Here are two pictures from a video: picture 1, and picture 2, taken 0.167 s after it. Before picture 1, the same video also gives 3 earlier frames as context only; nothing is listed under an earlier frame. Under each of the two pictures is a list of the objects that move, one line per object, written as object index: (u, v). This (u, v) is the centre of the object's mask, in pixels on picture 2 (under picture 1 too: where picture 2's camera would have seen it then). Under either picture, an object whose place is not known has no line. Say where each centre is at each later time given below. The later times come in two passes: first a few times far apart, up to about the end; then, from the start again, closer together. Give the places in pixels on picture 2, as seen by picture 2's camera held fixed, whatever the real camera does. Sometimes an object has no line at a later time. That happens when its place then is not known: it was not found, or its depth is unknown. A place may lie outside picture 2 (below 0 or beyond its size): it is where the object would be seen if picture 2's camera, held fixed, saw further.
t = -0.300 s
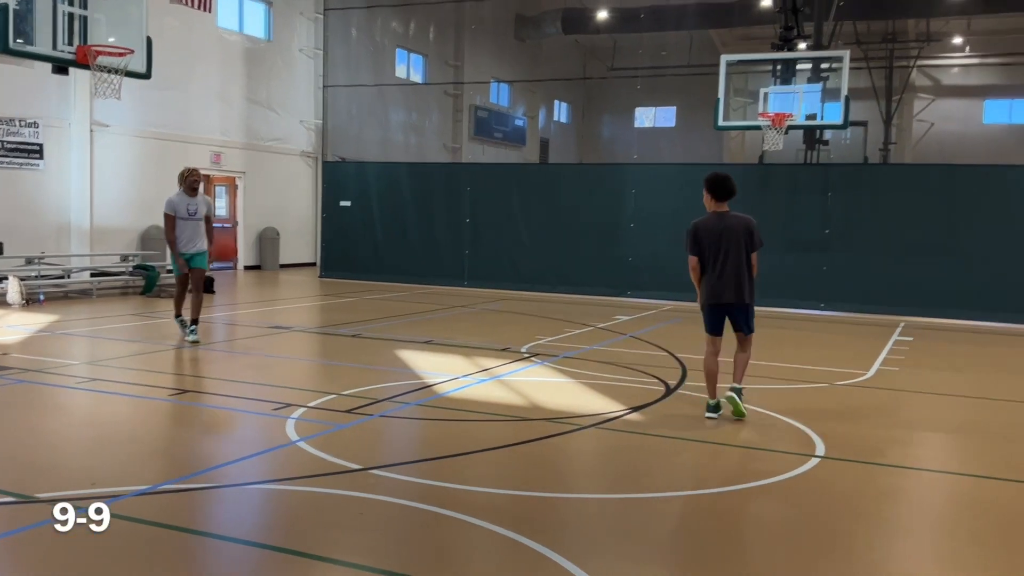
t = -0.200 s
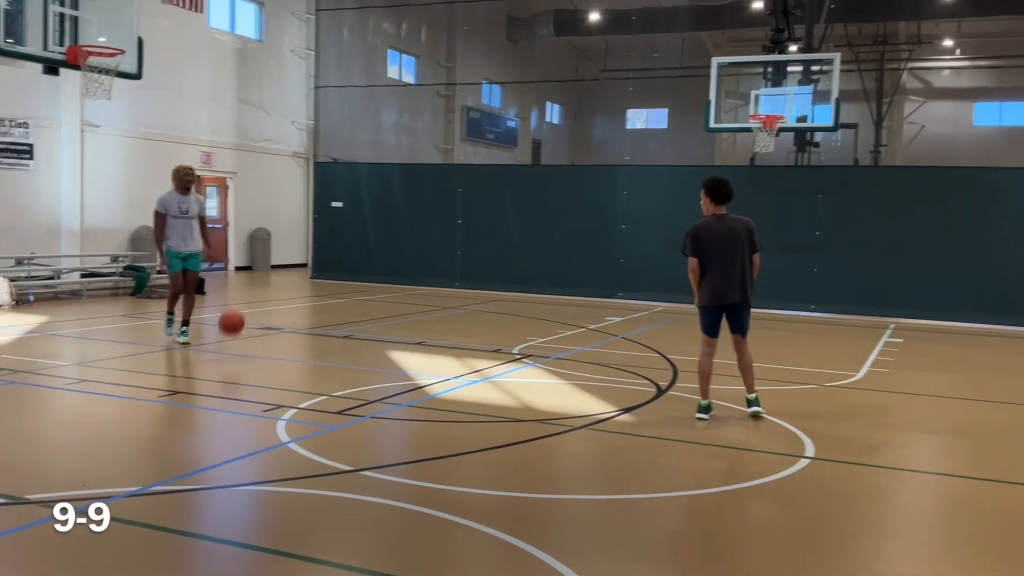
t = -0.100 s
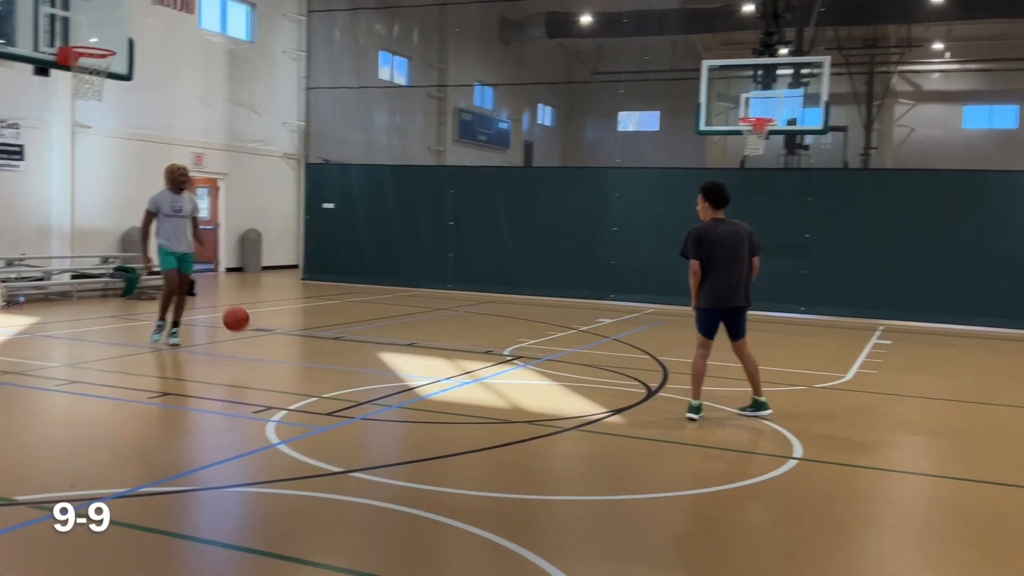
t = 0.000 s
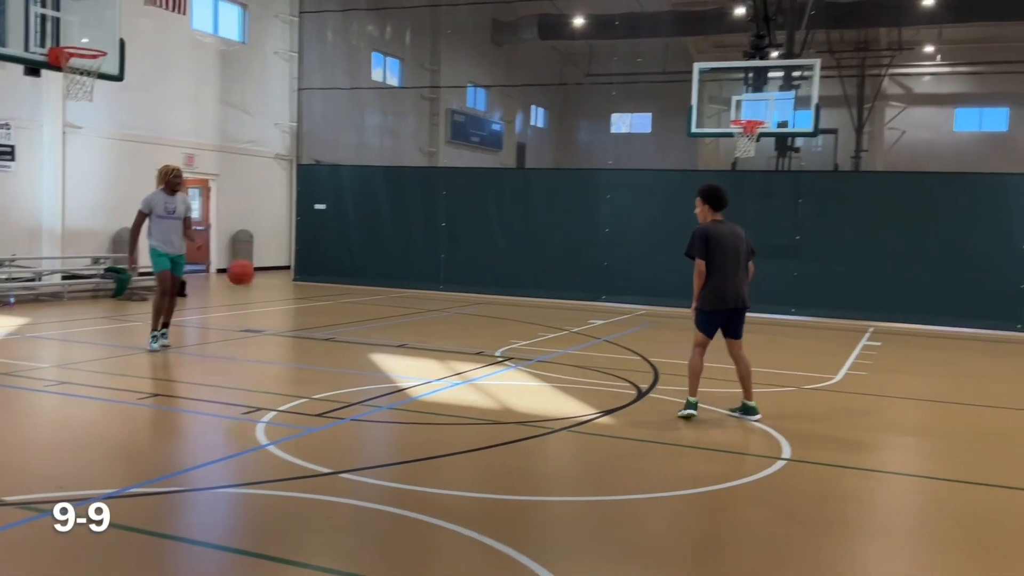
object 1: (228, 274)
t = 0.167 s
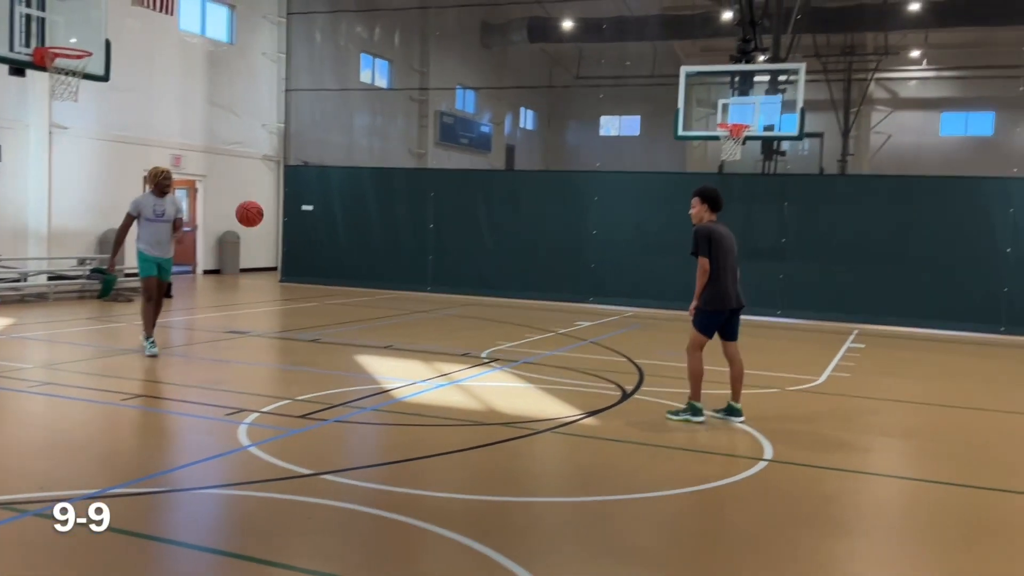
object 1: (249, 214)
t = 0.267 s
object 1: (262, 191)
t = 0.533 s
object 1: (297, 185)
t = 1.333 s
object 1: (433, 279)
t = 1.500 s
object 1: (467, 271)
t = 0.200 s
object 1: (253, 205)
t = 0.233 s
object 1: (258, 198)
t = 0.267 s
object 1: (262, 191)
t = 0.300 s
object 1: (266, 186)
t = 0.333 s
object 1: (270, 182)
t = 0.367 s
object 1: (275, 179)
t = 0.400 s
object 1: (280, 178)
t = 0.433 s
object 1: (284, 177)
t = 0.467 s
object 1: (288, 178)
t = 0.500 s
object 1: (292, 180)
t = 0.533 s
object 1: (297, 185)
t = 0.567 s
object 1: (301, 189)
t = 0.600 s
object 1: (307, 195)
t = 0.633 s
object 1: (312, 203)
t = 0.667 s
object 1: (318, 212)
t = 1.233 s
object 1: (412, 300)
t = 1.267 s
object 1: (417, 291)
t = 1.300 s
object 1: (425, 285)
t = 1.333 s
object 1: (433, 279)
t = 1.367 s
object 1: (439, 275)
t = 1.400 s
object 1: (446, 272)
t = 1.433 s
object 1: (453, 270)
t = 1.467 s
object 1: (460, 270)
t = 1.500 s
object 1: (467, 271)
